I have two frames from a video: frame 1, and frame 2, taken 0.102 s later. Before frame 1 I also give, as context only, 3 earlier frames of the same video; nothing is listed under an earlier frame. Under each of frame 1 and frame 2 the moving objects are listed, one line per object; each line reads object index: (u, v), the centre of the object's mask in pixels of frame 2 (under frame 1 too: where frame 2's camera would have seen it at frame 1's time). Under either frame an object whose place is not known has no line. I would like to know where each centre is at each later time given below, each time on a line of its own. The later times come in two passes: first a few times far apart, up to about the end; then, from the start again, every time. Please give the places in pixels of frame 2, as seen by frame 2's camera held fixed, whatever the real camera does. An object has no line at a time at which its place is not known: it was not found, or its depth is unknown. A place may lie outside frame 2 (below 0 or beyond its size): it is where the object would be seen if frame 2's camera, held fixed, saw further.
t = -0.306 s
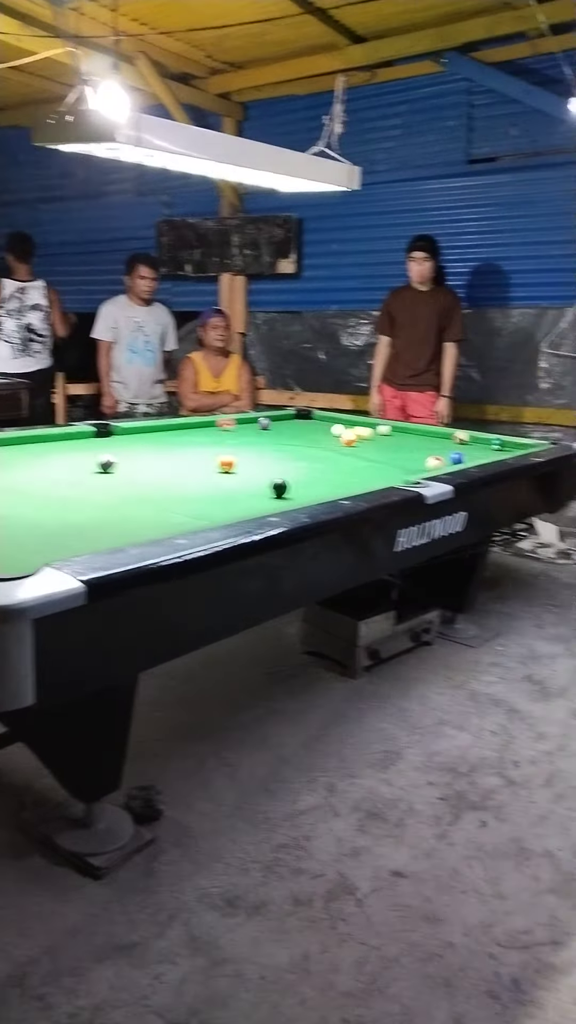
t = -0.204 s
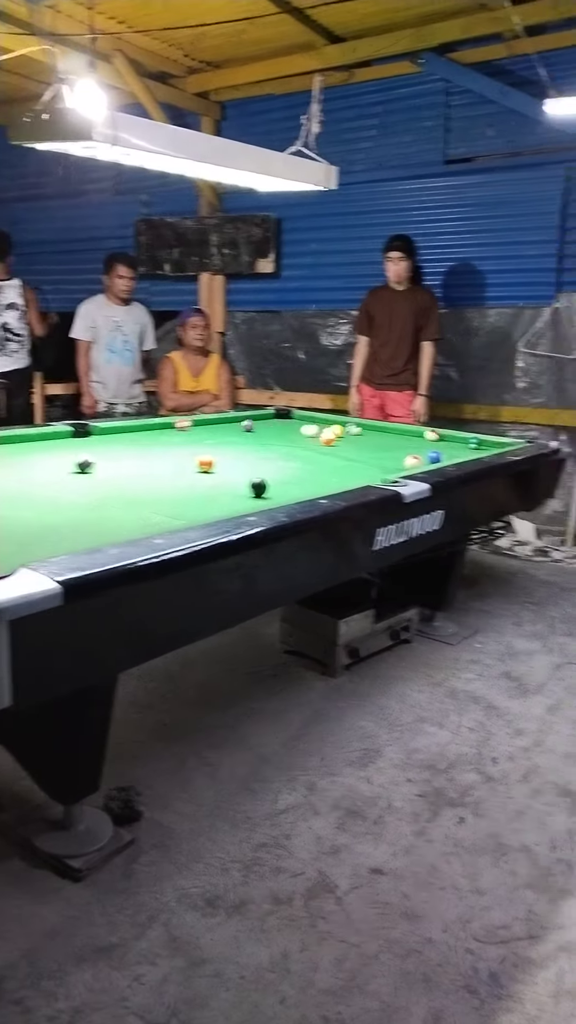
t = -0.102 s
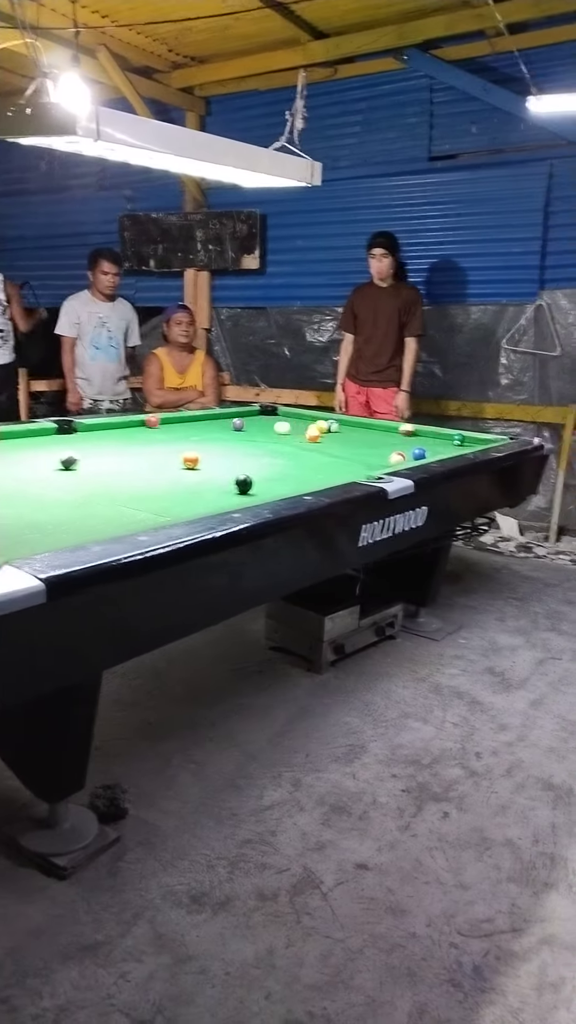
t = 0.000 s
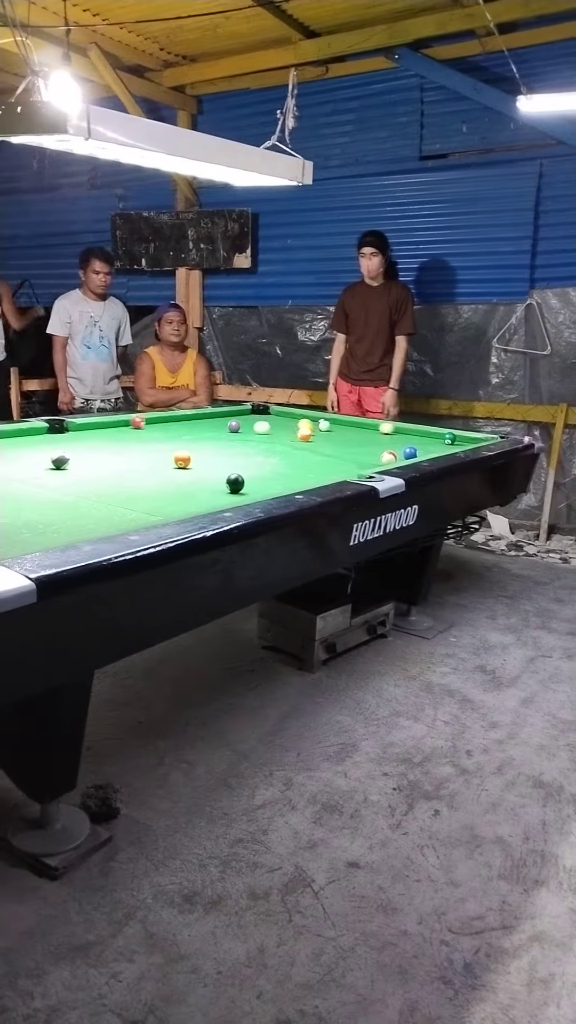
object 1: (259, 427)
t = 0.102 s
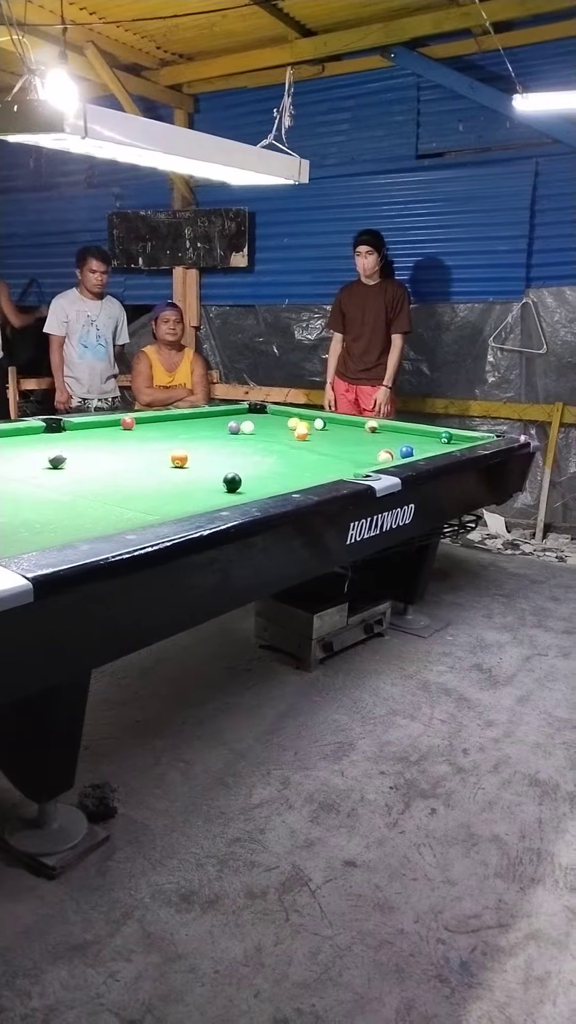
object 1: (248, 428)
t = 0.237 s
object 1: (243, 428)
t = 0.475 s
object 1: (236, 430)
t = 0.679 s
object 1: (229, 431)
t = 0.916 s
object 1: (222, 433)
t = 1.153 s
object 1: (216, 434)
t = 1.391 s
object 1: (210, 436)
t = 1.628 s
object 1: (204, 437)
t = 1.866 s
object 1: (198, 438)
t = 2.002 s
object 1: (194, 439)
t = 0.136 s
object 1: (247, 428)
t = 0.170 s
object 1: (246, 428)
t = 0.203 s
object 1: (245, 428)
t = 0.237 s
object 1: (243, 428)
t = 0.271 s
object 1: (242, 429)
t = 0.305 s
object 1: (242, 429)
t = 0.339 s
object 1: (240, 429)
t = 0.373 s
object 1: (239, 429)
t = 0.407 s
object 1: (238, 430)
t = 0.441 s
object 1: (237, 429)
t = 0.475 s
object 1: (236, 430)
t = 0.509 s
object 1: (235, 430)
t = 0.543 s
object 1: (234, 430)
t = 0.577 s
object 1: (233, 430)
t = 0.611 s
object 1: (232, 431)
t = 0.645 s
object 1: (230, 431)
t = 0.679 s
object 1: (229, 431)
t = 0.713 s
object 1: (228, 432)
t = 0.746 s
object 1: (227, 432)
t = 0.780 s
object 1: (226, 432)
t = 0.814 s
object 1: (225, 432)
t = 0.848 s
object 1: (224, 433)
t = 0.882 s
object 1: (223, 433)
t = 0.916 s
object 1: (222, 433)
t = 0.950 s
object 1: (221, 433)
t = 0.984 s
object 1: (220, 434)
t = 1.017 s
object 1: (219, 434)
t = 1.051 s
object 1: (218, 434)
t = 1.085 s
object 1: (218, 434)
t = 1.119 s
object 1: (217, 434)
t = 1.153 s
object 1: (216, 434)
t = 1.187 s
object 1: (215, 435)
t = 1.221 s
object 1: (214, 435)
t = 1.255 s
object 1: (213, 435)
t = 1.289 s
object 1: (212, 435)
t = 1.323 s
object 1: (211, 436)
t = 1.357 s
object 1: (211, 436)
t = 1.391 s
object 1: (210, 436)
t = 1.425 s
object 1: (209, 436)
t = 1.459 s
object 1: (208, 436)
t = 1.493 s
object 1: (207, 436)
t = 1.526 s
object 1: (206, 437)
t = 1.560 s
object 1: (205, 437)
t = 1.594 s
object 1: (205, 437)
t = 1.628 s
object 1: (204, 437)
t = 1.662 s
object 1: (203, 437)
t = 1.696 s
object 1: (202, 438)
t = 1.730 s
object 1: (201, 438)
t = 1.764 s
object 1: (200, 438)
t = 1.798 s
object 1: (199, 438)
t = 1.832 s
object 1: (198, 438)
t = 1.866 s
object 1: (198, 438)
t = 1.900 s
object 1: (197, 438)
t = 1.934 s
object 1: (196, 438)
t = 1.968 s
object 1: (195, 439)
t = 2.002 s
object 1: (194, 439)
